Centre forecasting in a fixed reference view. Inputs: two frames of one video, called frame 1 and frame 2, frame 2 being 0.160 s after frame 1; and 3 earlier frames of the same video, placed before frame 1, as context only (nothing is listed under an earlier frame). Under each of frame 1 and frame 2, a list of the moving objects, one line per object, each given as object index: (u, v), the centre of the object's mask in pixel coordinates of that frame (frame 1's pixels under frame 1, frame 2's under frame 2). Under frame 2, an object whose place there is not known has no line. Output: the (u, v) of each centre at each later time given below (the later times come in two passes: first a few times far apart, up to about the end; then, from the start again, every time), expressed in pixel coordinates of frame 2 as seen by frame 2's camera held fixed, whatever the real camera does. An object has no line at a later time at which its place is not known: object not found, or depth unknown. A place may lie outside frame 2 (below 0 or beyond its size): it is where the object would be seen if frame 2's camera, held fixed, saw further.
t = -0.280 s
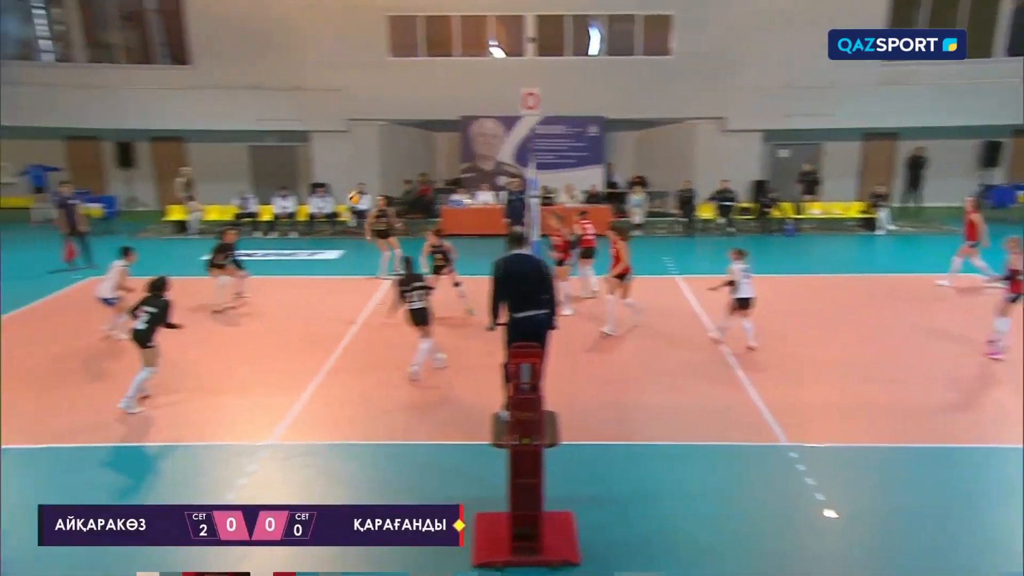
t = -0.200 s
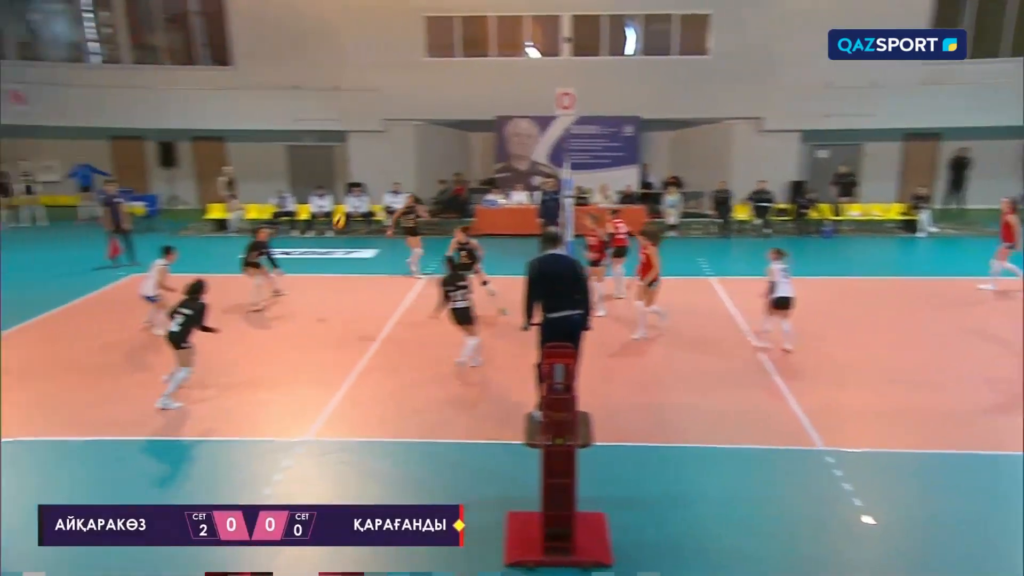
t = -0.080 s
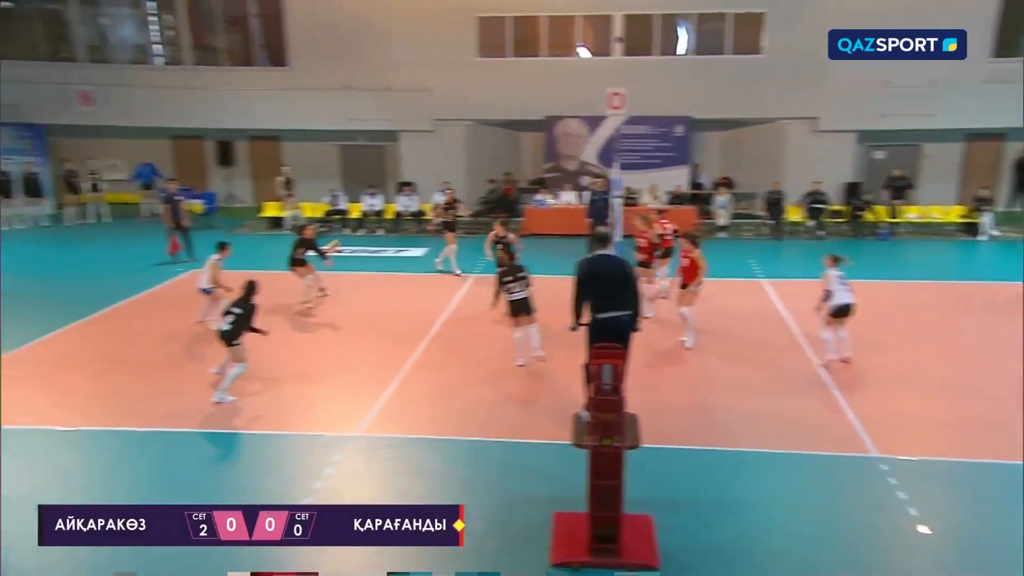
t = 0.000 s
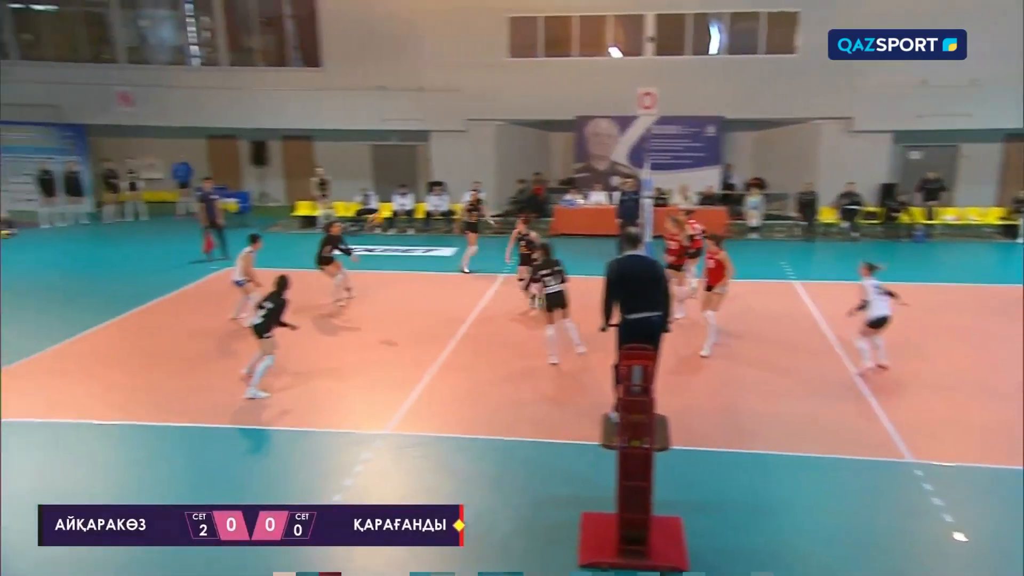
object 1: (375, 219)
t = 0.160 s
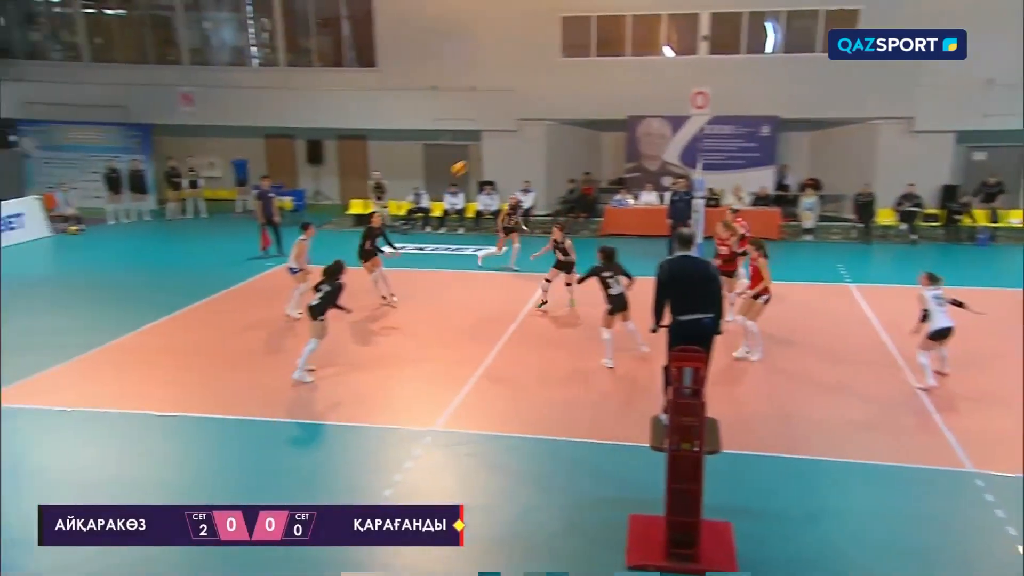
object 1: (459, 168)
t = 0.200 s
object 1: (468, 158)
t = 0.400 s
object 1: (515, 120)
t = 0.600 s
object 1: (558, 104)
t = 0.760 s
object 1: (594, 109)
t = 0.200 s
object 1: (468, 158)
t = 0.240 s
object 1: (477, 149)
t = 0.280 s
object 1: (487, 140)
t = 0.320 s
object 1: (495, 132)
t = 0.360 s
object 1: (505, 126)
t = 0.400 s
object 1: (515, 120)
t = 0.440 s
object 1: (522, 115)
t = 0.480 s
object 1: (531, 110)
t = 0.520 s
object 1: (540, 106)
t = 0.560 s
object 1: (549, 105)
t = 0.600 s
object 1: (558, 104)
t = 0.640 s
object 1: (567, 103)
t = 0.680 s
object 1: (576, 104)
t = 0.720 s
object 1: (585, 106)
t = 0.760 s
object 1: (594, 109)
